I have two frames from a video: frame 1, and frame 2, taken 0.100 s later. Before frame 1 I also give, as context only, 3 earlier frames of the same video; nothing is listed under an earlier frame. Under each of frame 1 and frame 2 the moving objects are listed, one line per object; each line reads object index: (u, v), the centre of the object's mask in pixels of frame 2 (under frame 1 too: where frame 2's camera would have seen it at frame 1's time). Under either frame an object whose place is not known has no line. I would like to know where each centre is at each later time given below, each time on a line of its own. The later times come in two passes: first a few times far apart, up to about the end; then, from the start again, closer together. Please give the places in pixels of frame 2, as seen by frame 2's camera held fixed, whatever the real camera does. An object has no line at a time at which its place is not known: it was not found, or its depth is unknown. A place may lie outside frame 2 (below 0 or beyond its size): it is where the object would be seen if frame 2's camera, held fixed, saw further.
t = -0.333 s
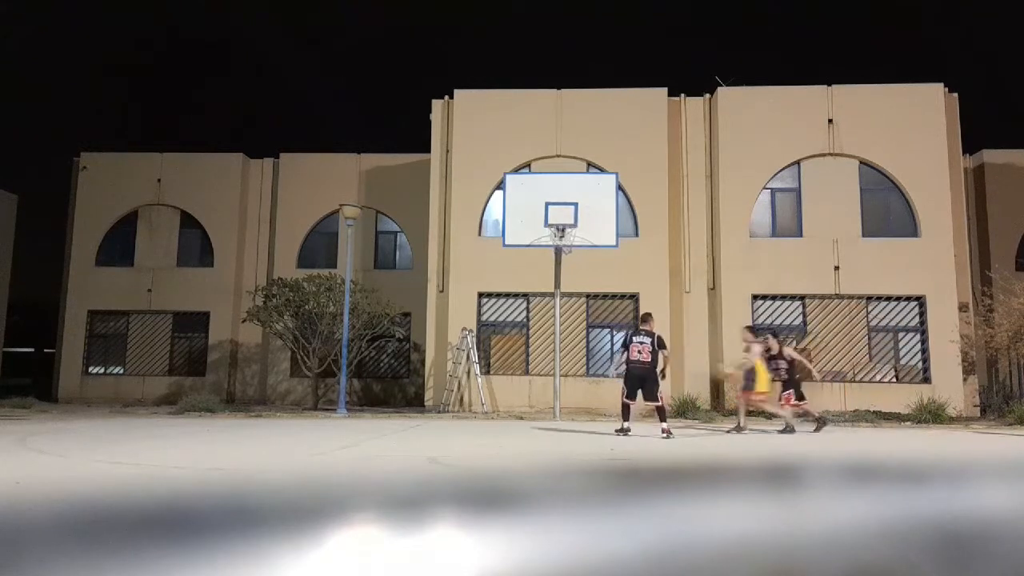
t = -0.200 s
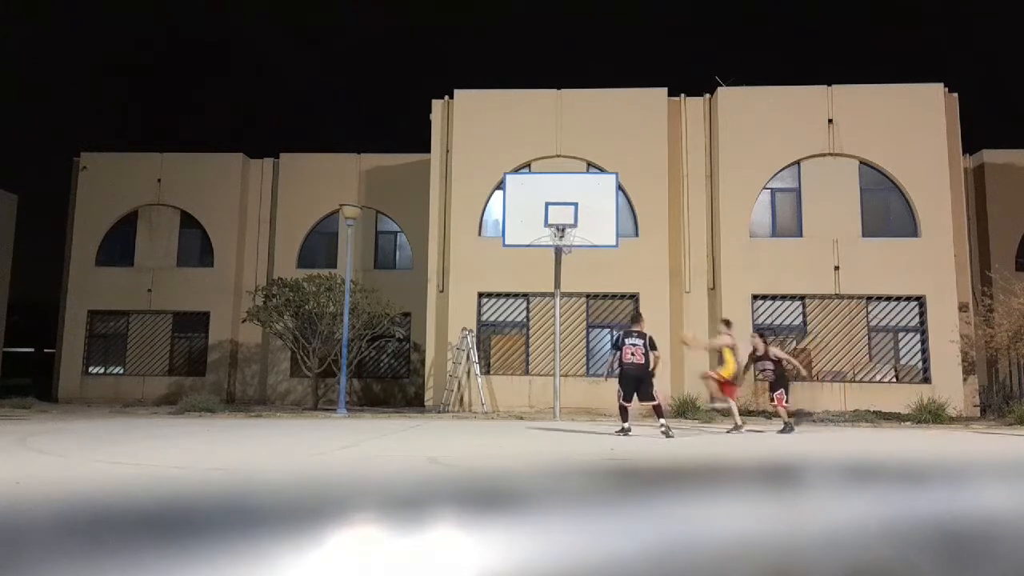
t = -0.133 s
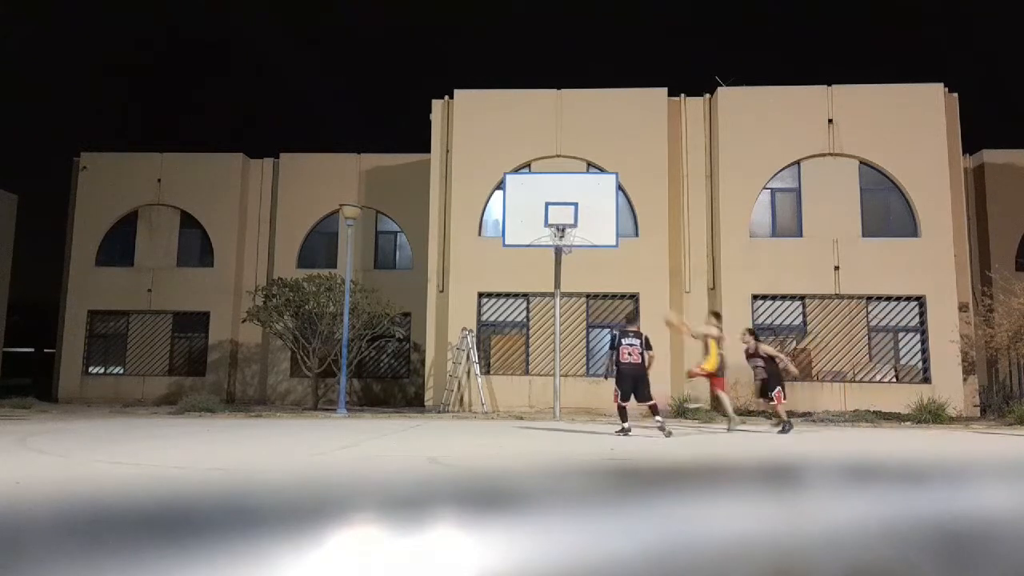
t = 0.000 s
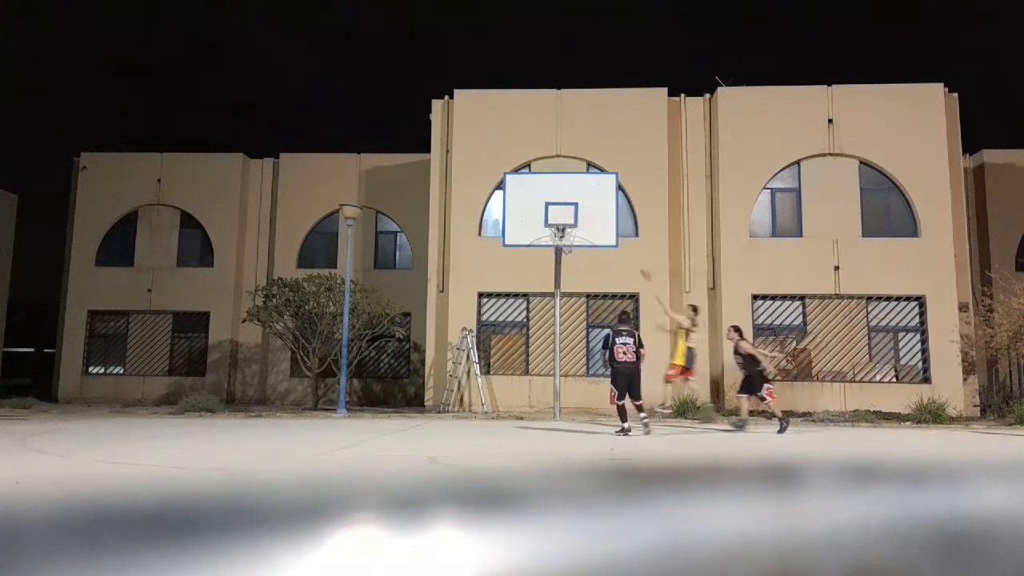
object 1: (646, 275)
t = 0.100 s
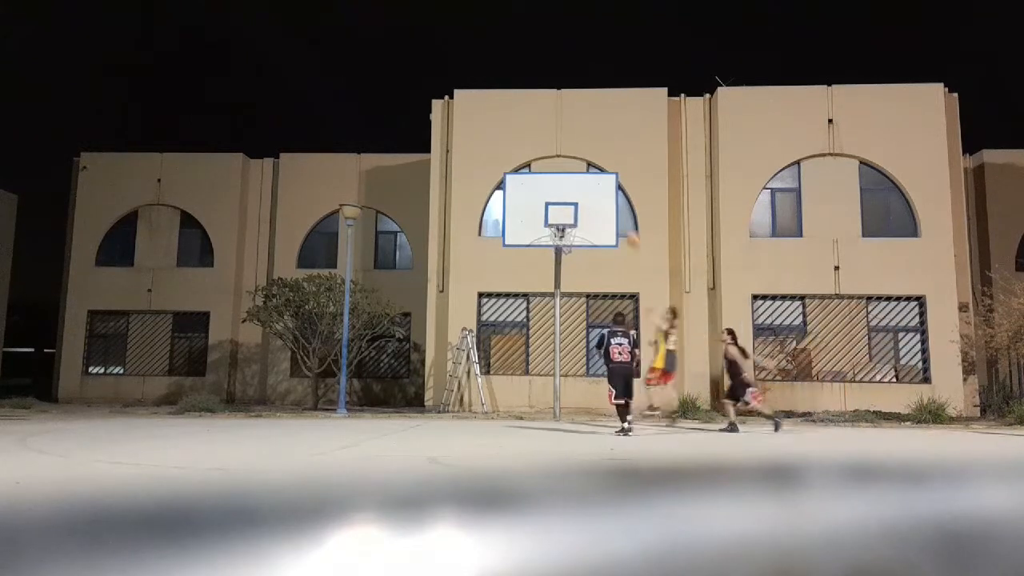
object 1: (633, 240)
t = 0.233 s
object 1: (614, 208)
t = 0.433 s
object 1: (587, 180)
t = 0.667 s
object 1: (563, 182)
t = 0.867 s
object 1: (548, 212)
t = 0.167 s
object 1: (623, 223)
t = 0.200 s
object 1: (618, 214)
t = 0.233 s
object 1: (614, 208)
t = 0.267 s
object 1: (609, 201)
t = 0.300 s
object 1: (604, 195)
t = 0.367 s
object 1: (596, 187)
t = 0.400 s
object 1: (592, 183)
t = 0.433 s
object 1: (587, 180)
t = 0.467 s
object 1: (583, 178)
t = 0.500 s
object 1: (579, 178)
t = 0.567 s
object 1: (570, 178)
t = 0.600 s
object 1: (567, 178)
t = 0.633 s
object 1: (565, 179)
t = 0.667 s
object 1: (563, 182)
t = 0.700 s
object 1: (560, 185)
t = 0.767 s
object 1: (555, 194)
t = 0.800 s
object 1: (554, 199)
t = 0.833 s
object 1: (550, 205)
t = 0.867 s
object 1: (548, 212)
